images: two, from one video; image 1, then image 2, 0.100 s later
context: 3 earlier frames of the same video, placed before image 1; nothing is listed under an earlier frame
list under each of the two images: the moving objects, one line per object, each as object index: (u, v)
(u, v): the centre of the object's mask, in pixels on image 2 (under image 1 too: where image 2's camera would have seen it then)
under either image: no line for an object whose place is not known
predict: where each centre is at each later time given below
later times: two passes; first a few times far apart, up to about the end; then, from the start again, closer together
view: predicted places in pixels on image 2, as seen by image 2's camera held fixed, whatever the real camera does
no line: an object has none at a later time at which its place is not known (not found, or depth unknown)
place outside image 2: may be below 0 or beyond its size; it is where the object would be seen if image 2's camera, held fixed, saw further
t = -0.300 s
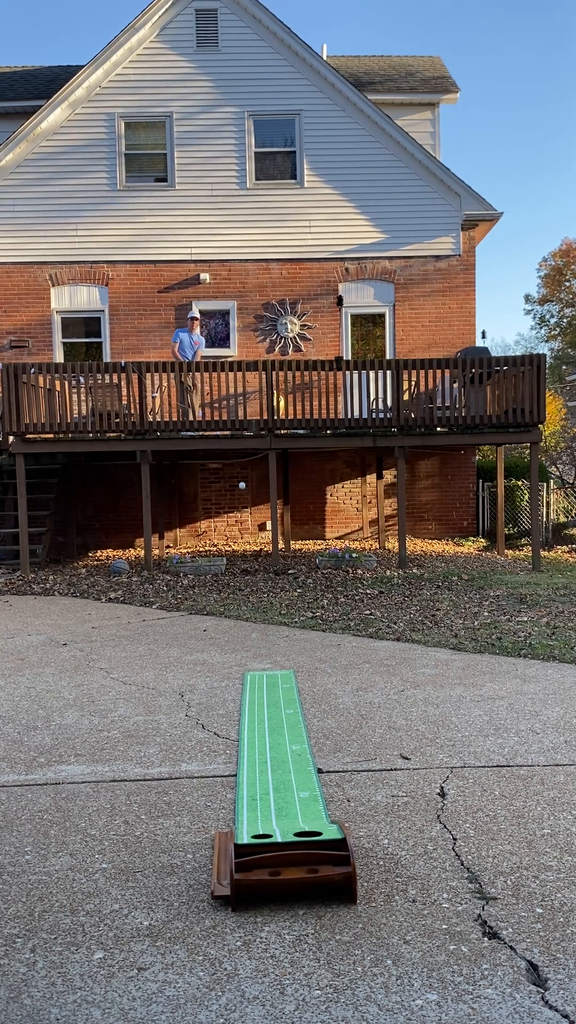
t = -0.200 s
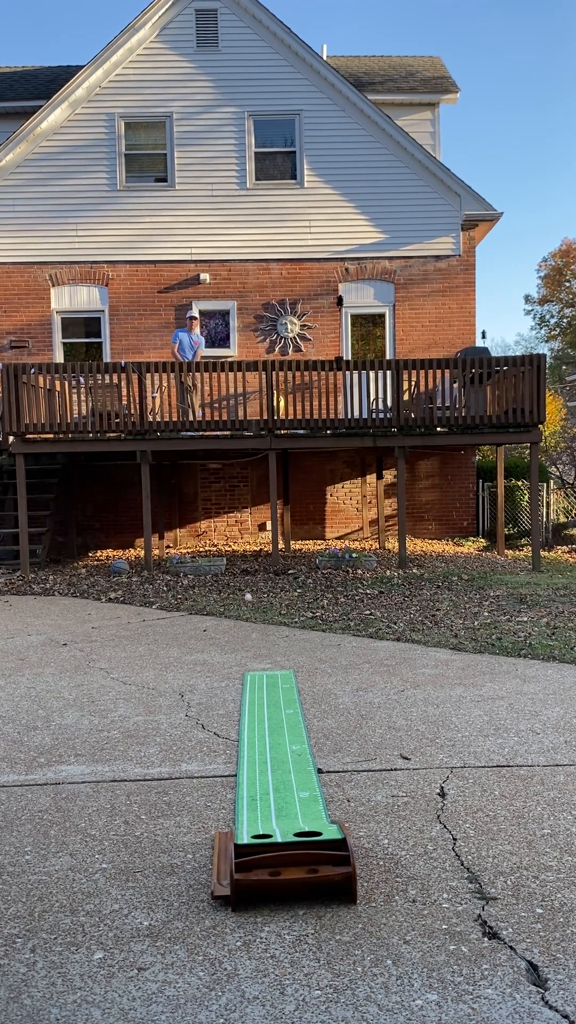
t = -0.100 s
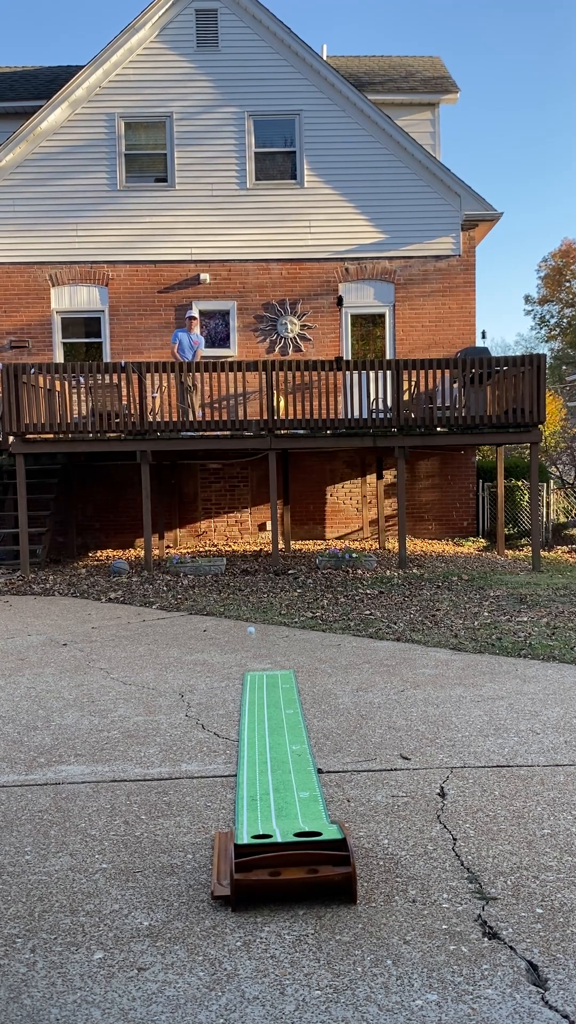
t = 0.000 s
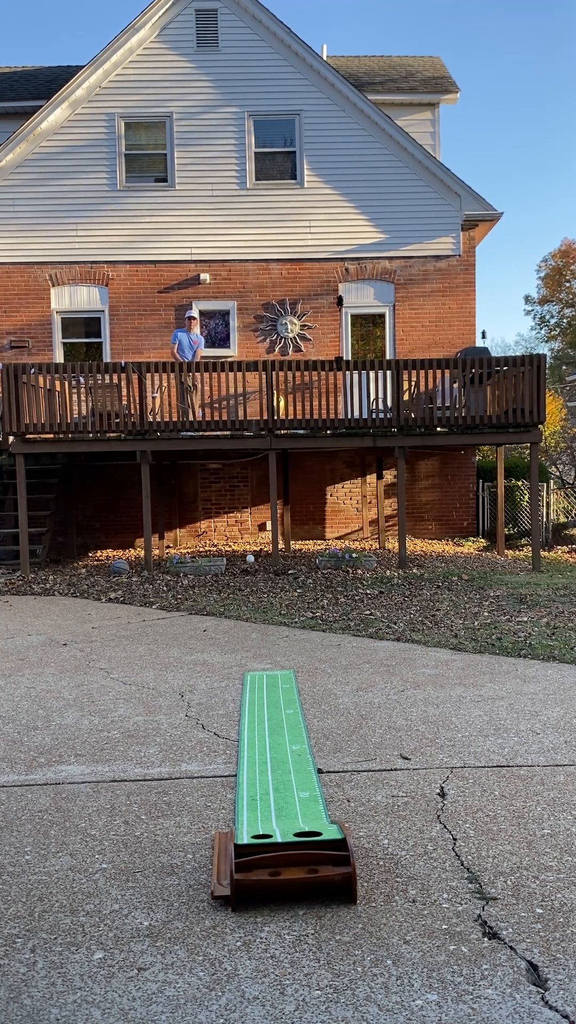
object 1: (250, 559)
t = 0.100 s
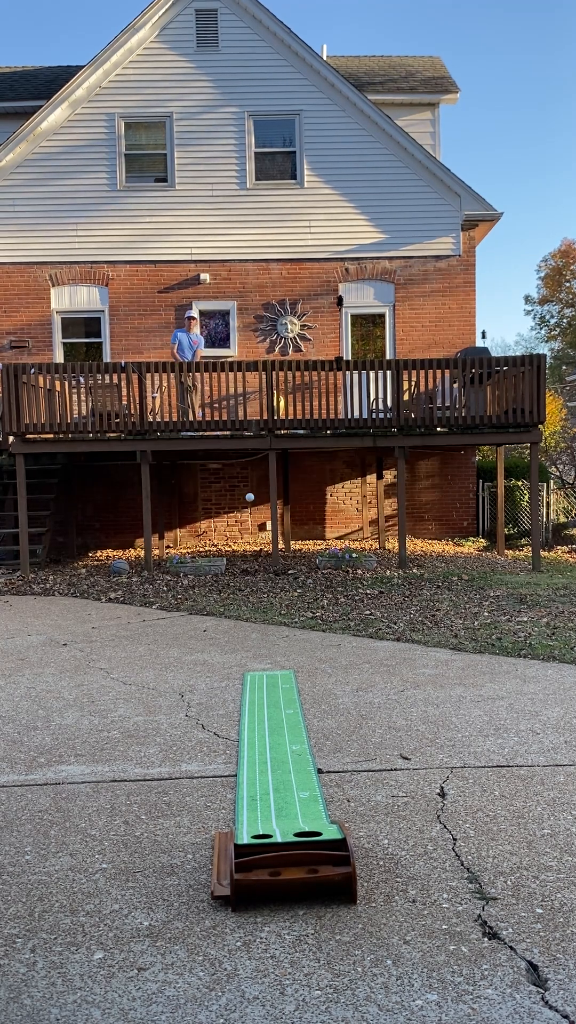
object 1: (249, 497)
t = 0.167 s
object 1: (249, 463)
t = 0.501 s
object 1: (256, 404)
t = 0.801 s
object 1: (274, 618)
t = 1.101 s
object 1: (312, 728)
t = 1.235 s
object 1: (338, 727)
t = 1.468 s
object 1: (414, 987)
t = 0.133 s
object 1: (249, 479)
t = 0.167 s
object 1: (249, 463)
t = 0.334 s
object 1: (251, 406)
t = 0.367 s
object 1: (252, 401)
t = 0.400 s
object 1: (252, 398)
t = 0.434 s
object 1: (253, 397)
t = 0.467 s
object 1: (255, 400)
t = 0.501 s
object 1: (256, 404)
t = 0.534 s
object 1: (257, 413)
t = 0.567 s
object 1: (258, 424)
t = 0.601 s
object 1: (260, 438)
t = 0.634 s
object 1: (262, 457)
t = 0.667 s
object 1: (264, 480)
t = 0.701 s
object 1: (266, 506)
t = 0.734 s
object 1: (269, 538)
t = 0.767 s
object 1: (271, 576)
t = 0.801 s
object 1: (274, 618)
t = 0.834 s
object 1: (277, 667)
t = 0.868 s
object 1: (281, 724)
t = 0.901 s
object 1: (285, 787)
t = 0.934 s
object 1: (289, 818)
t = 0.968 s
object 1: (293, 794)
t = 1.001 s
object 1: (297, 772)
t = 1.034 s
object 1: (301, 754)
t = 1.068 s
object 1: (306, 739)
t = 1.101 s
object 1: (312, 728)
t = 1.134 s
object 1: (317, 720)
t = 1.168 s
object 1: (324, 717)
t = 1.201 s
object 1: (330, 719)
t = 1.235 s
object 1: (338, 727)
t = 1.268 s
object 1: (346, 741)
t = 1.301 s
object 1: (355, 761)
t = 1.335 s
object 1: (365, 788)
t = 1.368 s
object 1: (376, 823)
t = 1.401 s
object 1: (387, 867)
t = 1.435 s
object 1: (400, 922)
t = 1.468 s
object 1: (414, 987)
